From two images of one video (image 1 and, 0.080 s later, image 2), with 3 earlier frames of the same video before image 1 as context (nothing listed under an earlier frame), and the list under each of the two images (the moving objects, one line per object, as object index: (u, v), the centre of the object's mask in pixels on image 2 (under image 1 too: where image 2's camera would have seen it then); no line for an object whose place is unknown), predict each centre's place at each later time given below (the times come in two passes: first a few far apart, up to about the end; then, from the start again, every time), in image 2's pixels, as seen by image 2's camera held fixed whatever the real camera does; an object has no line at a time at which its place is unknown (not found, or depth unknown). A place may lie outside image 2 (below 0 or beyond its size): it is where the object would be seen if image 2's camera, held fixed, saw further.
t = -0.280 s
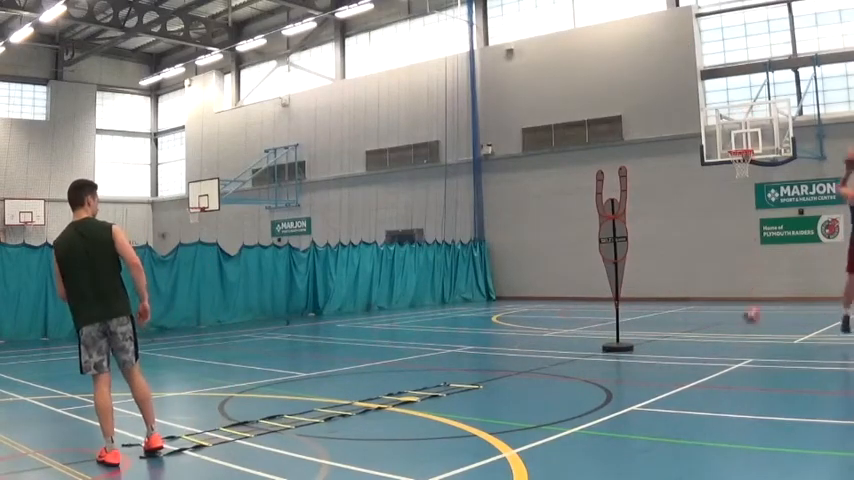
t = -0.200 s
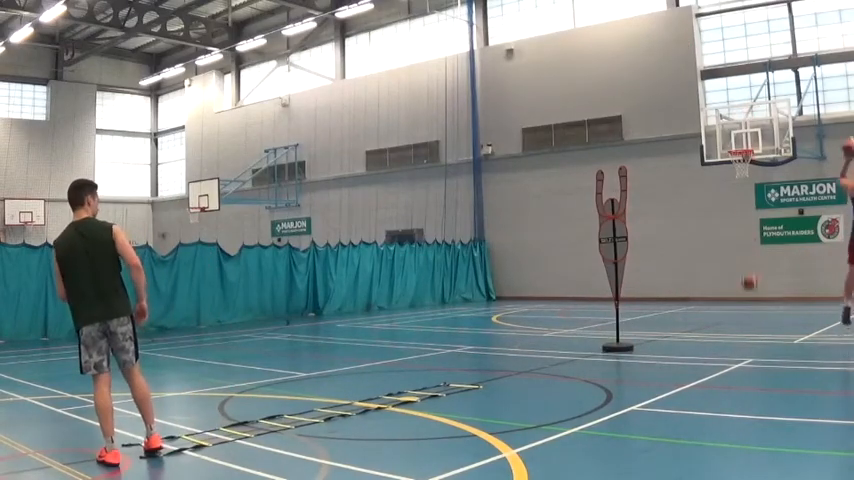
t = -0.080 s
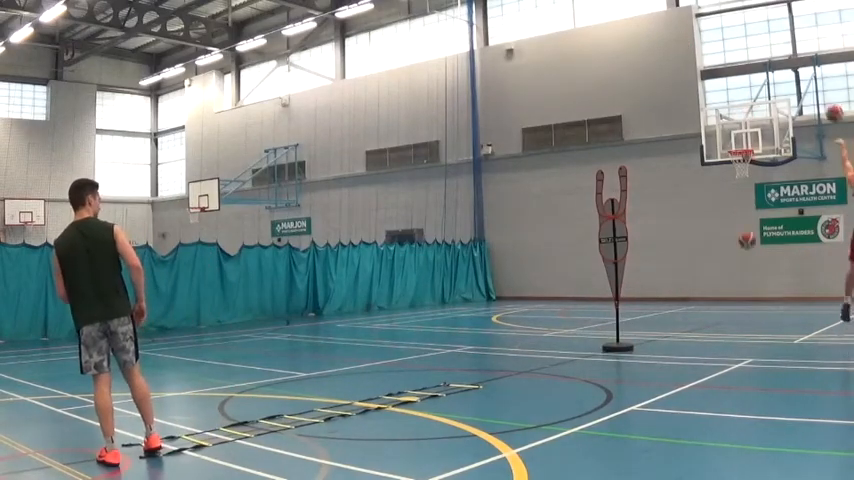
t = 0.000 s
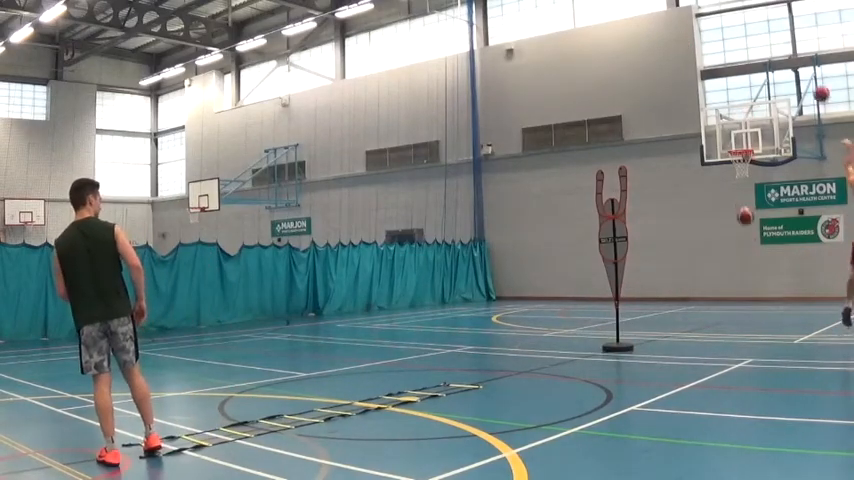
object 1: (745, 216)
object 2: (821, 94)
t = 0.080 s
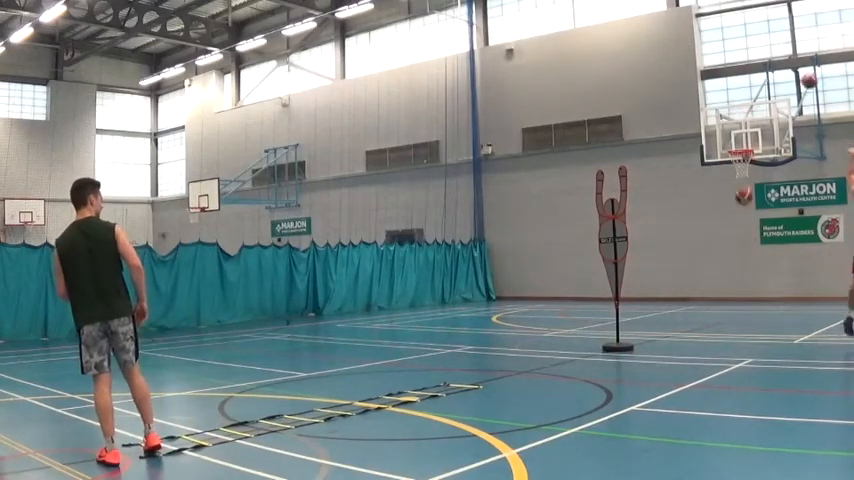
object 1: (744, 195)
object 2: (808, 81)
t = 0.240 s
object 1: (741, 168)
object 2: (789, 68)
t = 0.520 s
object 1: (737, 166)
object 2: (761, 86)
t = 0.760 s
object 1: (737, 221)
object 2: (743, 133)
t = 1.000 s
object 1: (736, 341)
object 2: (745, 147)
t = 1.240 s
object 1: (730, 283)
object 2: (733, 146)
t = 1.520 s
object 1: (720, 219)
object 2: (742, 163)
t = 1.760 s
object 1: (712, 232)
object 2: (749, 189)
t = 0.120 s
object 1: (743, 187)
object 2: (804, 75)
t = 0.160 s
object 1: (742, 180)
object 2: (798, 71)
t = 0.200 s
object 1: (741, 174)
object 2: (793, 70)
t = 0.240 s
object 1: (741, 168)
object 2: (789, 68)
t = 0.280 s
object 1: (740, 164)
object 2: (785, 68)
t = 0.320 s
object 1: (739, 161)
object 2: (779, 68)
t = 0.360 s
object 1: (740, 160)
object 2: (776, 70)
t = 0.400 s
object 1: (739, 159)
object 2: (772, 73)
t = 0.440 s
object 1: (738, 159)
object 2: (768, 77)
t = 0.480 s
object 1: (737, 162)
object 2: (765, 81)
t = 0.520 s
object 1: (737, 166)
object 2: (761, 86)
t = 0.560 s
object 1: (737, 171)
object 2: (758, 92)
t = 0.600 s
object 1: (737, 178)
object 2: (755, 99)
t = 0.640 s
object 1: (737, 185)
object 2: (752, 106)
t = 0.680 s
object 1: (737, 196)
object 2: (750, 114)
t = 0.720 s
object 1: (737, 208)
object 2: (746, 123)
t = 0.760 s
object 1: (737, 221)
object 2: (743, 133)
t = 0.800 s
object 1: (737, 236)
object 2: (742, 143)
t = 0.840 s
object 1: (737, 252)
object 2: (740, 143)
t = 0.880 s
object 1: (737, 271)
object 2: (738, 146)
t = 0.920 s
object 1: (736, 292)
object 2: (739, 146)
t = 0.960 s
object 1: (737, 315)
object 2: (742, 146)
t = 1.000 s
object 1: (736, 341)
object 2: (745, 147)
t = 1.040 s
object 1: (736, 368)
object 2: (745, 145)
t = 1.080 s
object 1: (735, 351)
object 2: (742, 145)
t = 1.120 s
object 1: (734, 332)
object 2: (739, 144)
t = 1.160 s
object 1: (732, 315)
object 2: (735, 145)
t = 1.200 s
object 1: (731, 299)
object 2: (734, 146)
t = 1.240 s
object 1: (730, 283)
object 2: (733, 146)
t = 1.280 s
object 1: (728, 270)
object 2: (735, 146)
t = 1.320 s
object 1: (727, 258)
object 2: (734, 146)
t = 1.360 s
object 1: (726, 247)
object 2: (735, 148)
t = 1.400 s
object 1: (725, 238)
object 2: (737, 147)
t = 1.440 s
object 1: (723, 230)
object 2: (740, 154)
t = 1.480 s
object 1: (721, 224)
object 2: (742, 158)
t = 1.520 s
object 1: (720, 219)
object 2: (742, 163)
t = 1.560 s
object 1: (718, 216)
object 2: (744, 161)
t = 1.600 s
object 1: (717, 215)
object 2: (745, 171)
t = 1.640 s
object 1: (716, 216)
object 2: (746, 173)
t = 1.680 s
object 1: (714, 219)
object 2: (746, 177)
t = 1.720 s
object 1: (713, 224)
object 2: (747, 183)
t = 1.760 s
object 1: (712, 232)
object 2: (749, 189)
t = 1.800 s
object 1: (711, 241)
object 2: (750, 197)
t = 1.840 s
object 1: (709, 253)
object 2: (750, 204)
